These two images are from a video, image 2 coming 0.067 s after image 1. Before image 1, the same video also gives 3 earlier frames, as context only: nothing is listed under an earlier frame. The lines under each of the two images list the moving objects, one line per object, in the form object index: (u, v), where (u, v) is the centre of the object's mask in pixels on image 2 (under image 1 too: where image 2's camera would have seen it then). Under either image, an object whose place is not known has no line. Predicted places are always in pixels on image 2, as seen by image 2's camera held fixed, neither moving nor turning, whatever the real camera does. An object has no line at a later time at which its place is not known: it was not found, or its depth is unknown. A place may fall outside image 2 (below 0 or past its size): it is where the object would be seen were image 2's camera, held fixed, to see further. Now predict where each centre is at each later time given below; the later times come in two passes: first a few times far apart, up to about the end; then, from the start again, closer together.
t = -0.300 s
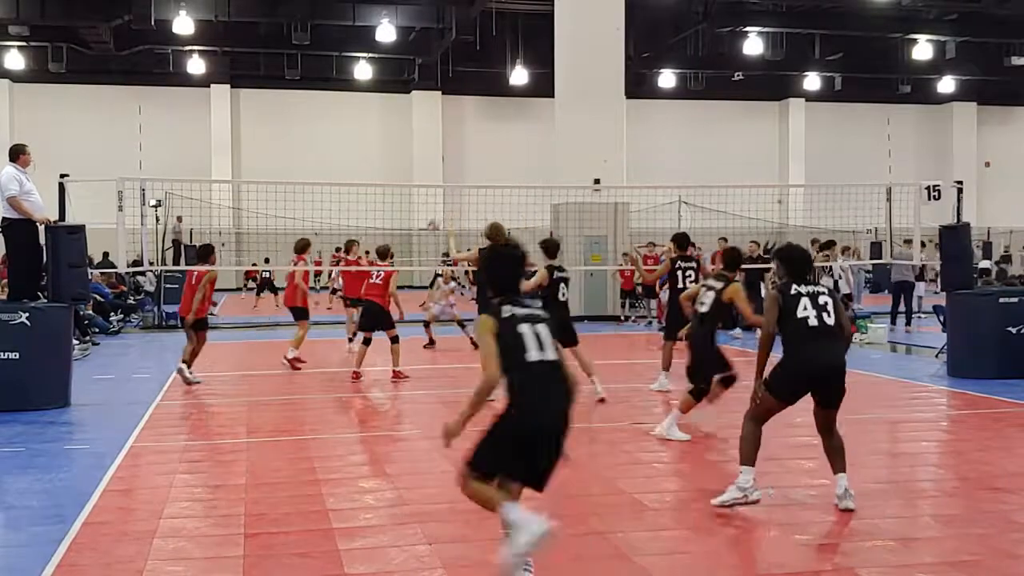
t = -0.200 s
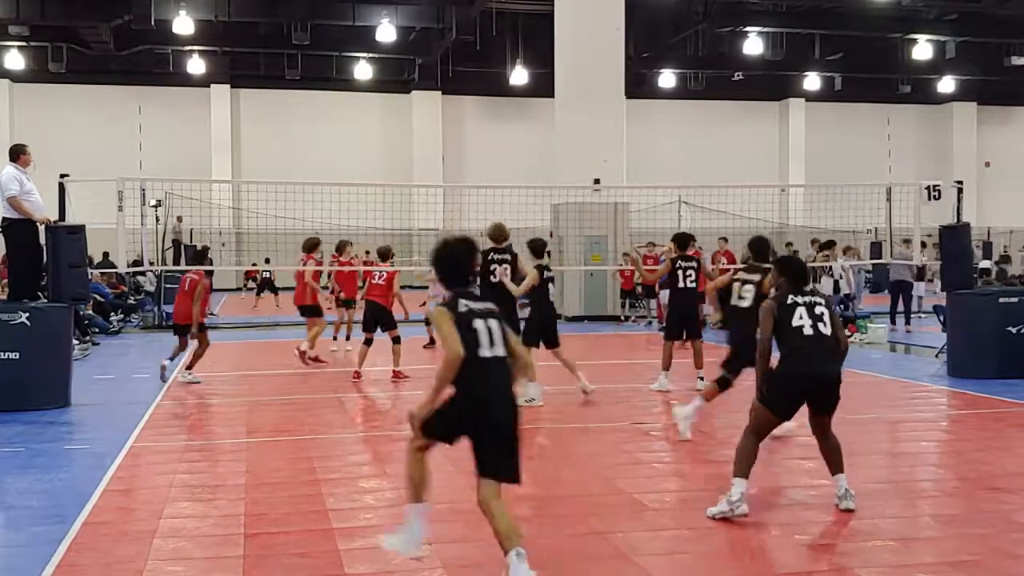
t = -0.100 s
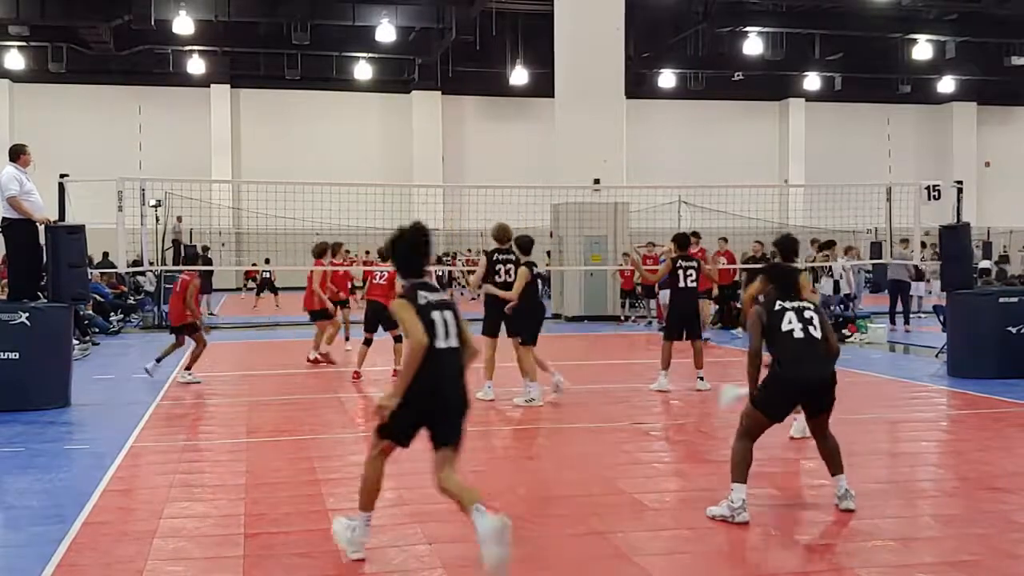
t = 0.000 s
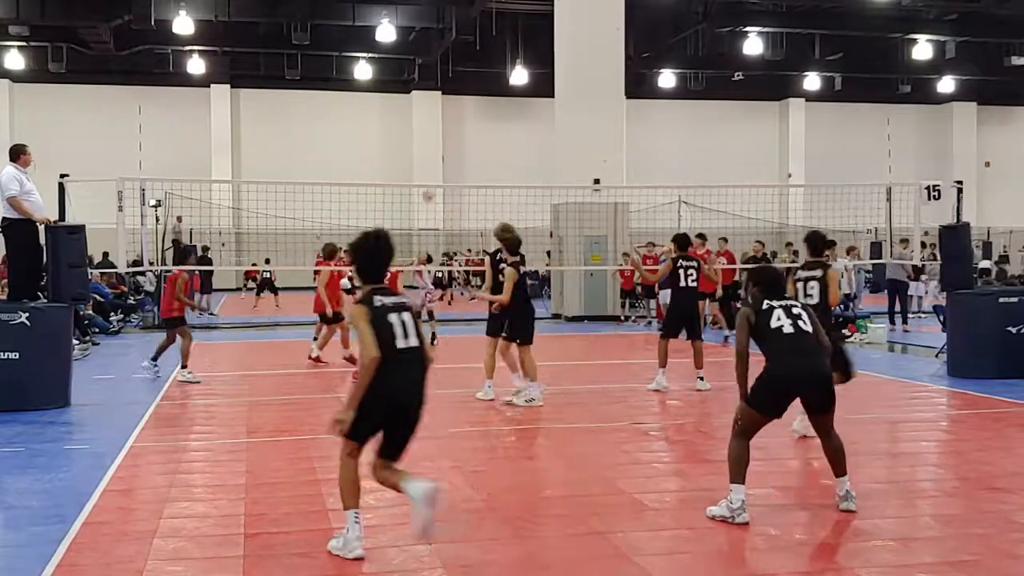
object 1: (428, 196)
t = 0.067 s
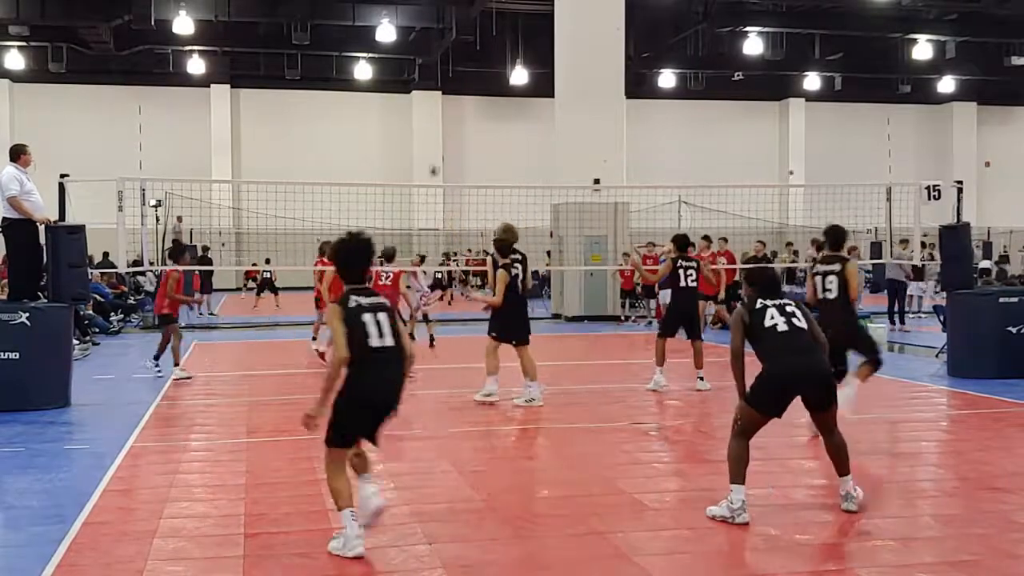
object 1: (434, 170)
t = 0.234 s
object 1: (451, 114)
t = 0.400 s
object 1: (470, 73)
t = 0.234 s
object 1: (451, 114)
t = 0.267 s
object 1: (455, 107)
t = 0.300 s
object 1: (458, 94)
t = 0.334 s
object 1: (462, 87)
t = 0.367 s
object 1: (466, 79)
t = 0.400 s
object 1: (470, 73)
